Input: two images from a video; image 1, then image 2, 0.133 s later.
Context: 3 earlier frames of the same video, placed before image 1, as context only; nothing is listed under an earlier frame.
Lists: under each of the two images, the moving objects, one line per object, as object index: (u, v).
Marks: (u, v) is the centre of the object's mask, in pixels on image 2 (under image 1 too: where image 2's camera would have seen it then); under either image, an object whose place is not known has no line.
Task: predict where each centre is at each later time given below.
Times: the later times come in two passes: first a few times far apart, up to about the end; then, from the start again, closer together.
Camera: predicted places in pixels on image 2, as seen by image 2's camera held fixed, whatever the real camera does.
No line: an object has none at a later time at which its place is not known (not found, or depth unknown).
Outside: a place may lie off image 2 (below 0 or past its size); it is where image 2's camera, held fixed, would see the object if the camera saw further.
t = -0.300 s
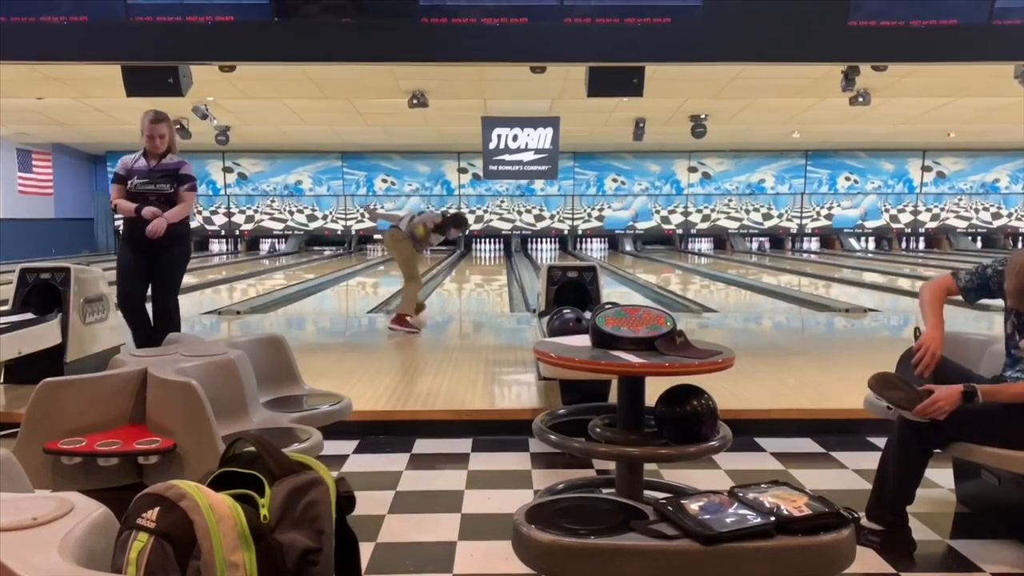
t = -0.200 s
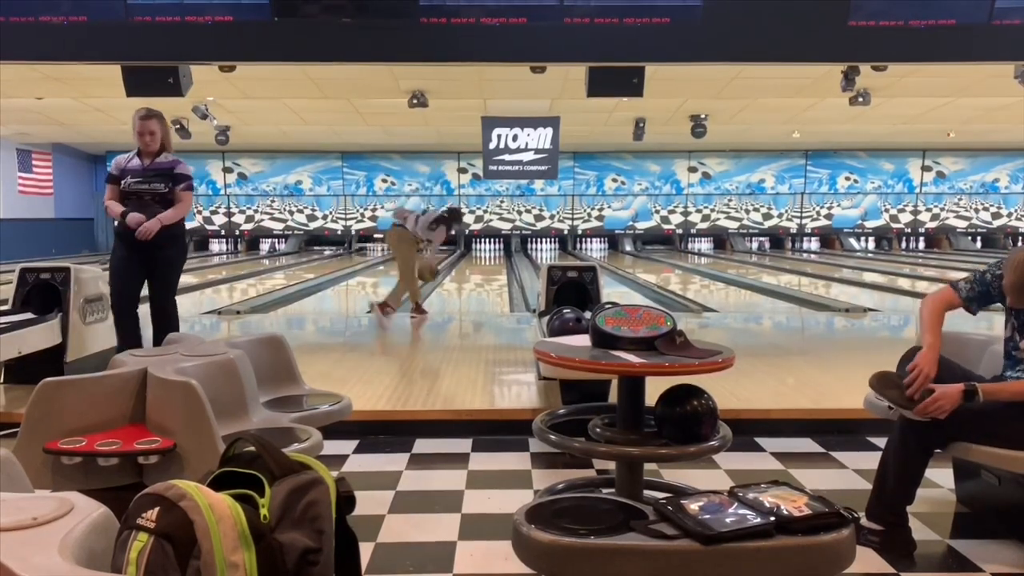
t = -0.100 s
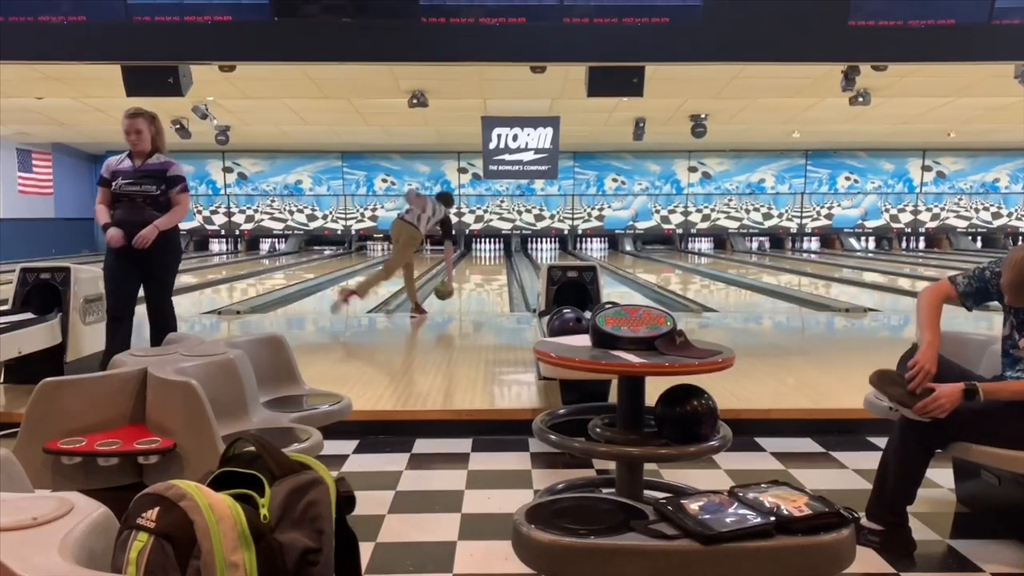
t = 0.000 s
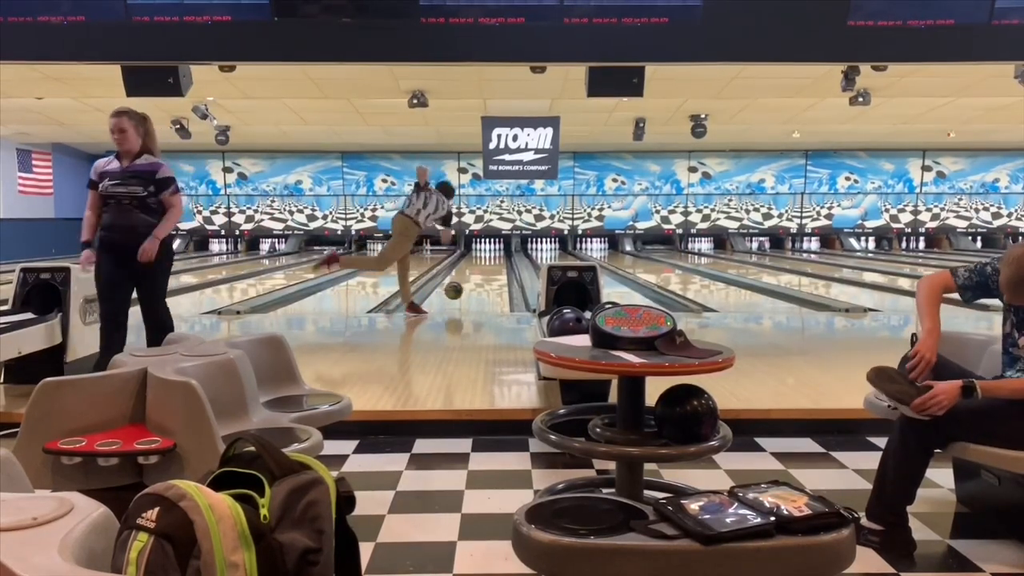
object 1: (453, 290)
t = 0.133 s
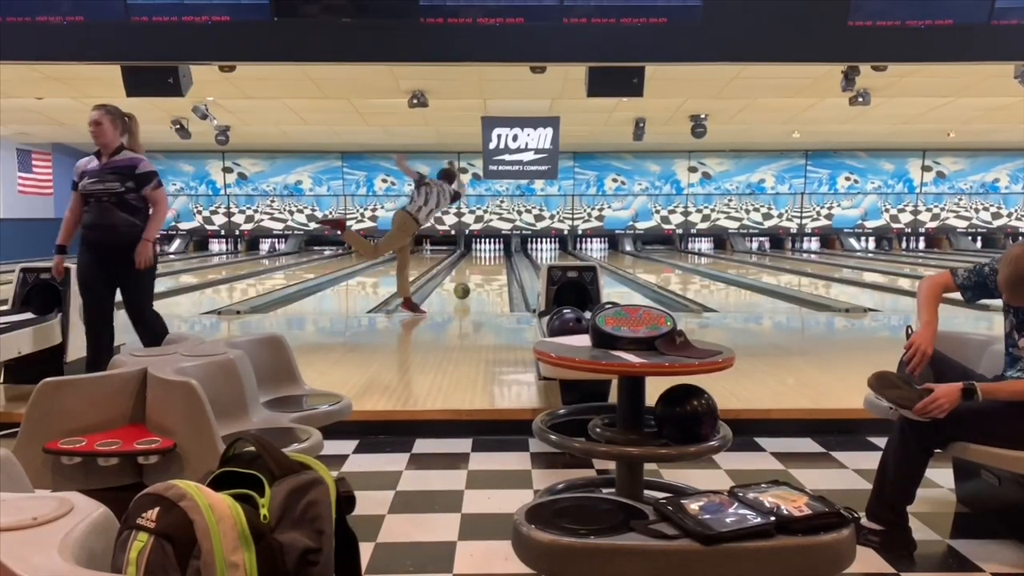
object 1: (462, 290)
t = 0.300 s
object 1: (470, 283)
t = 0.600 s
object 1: (480, 272)
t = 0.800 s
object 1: (485, 267)
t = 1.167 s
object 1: (490, 259)
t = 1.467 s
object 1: (493, 255)
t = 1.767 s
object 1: (493, 253)
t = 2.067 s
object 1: (492, 250)
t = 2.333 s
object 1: (490, 247)
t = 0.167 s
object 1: (463, 288)
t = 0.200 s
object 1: (465, 288)
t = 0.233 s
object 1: (466, 286)
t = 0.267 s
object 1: (468, 284)
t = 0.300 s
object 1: (470, 283)
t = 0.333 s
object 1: (471, 281)
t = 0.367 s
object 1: (472, 280)
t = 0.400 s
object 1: (473, 279)
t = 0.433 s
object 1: (474, 277)
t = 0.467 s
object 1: (476, 276)
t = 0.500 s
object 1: (477, 276)
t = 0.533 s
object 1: (478, 274)
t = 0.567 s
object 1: (479, 273)
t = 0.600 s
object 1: (480, 272)
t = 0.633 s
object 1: (481, 272)
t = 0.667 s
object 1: (482, 271)
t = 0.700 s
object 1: (483, 269)
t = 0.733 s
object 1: (483, 269)
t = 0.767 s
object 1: (484, 268)
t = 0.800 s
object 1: (485, 267)
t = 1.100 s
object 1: (490, 261)
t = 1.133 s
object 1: (490, 260)
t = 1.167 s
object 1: (490, 259)
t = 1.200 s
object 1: (491, 259)
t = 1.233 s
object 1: (491, 259)
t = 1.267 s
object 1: (491, 258)
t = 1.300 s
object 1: (492, 258)
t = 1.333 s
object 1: (492, 258)
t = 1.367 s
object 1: (492, 255)
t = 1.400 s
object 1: (492, 257)
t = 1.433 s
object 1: (492, 254)
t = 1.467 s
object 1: (493, 255)
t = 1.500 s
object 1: (492, 254)
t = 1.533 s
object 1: (492, 253)
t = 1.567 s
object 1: (493, 253)
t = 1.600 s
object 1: (493, 253)
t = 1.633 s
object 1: (493, 253)
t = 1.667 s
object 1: (492, 253)
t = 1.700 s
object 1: (492, 252)
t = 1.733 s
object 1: (493, 252)
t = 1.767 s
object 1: (493, 253)
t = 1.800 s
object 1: (493, 252)
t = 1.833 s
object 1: (492, 251)
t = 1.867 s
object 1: (492, 251)
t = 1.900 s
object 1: (492, 251)
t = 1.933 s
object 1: (492, 251)
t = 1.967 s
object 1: (492, 251)
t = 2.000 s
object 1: (492, 251)
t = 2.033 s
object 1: (492, 251)
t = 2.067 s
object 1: (492, 250)
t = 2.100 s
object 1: (492, 250)
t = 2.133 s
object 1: (491, 249)
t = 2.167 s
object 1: (490, 250)
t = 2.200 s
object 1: (490, 250)
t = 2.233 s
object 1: (490, 250)
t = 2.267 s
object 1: (491, 249)
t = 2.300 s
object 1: (489, 248)
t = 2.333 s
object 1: (490, 247)
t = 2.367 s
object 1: (491, 247)
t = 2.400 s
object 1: (491, 247)
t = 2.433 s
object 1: (489, 247)
